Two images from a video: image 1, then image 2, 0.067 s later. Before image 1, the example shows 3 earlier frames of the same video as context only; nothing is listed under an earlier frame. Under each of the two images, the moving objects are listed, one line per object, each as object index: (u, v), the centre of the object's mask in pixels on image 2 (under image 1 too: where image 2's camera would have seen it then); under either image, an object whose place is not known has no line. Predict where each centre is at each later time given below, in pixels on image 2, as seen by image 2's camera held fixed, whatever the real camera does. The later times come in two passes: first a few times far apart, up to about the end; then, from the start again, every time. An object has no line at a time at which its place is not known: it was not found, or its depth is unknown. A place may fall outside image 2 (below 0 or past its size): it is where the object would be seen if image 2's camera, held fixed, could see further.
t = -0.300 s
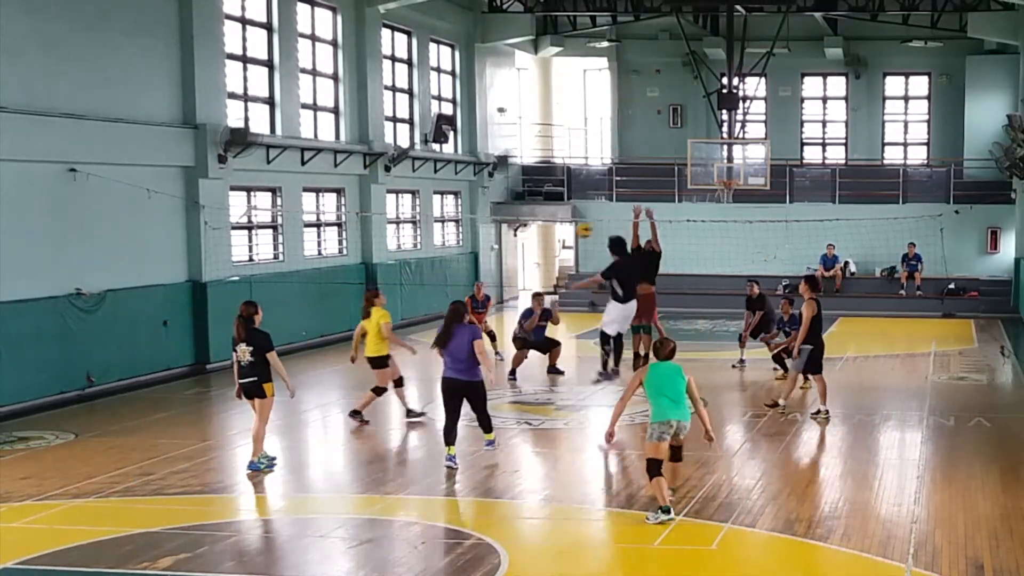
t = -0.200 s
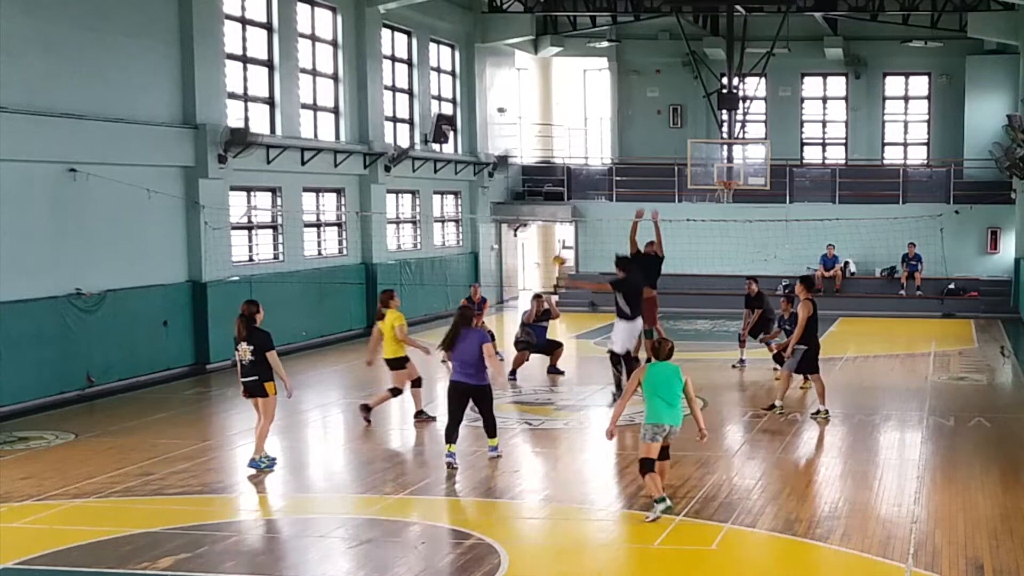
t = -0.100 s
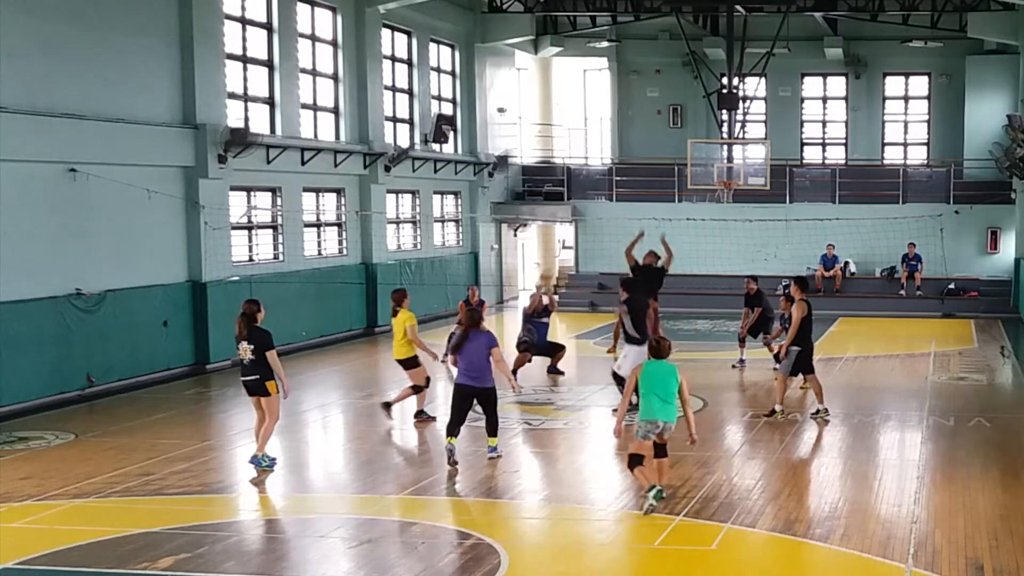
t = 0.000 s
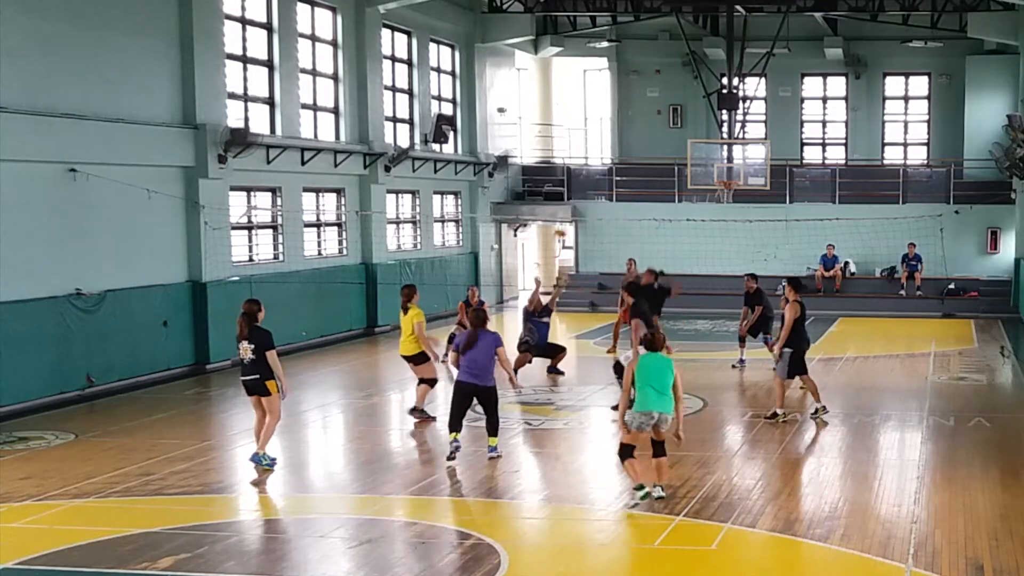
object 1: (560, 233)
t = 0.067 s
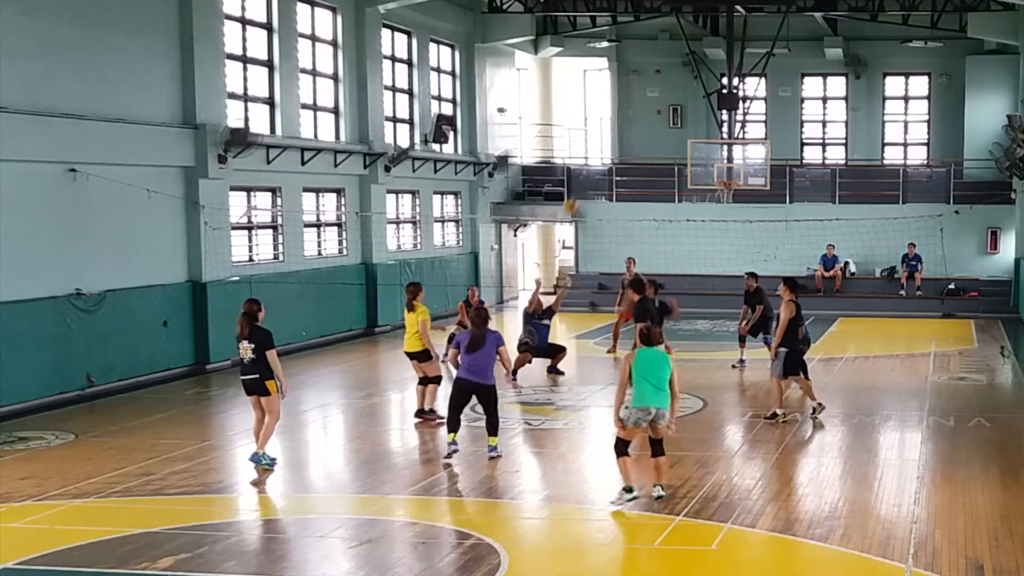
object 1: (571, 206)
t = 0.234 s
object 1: (597, 152)
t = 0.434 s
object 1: (629, 111)
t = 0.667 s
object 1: (670, 99)
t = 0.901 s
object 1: (710, 127)
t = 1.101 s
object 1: (744, 184)
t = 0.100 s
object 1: (575, 193)
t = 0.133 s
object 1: (581, 182)
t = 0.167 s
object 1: (586, 172)
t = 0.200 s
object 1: (590, 162)
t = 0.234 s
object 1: (597, 152)
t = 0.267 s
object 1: (602, 143)
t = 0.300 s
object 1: (608, 135)
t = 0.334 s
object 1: (615, 128)
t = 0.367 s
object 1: (619, 122)
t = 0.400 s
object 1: (624, 116)
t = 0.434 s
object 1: (629, 111)
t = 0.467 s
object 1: (635, 107)
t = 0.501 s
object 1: (640, 103)
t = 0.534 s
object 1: (647, 101)
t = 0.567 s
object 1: (652, 99)
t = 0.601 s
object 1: (657, 98)
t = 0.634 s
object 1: (663, 98)
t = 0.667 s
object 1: (670, 99)
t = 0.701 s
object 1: (675, 100)
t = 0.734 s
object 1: (681, 103)
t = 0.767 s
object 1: (687, 106)
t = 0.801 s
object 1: (691, 110)
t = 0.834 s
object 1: (698, 115)
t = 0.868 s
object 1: (704, 120)
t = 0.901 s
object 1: (710, 127)
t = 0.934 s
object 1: (715, 134)
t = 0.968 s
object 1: (720, 143)
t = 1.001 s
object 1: (727, 153)
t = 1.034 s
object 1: (732, 163)
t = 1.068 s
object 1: (737, 172)
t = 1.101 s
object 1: (744, 184)
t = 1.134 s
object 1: (751, 196)
